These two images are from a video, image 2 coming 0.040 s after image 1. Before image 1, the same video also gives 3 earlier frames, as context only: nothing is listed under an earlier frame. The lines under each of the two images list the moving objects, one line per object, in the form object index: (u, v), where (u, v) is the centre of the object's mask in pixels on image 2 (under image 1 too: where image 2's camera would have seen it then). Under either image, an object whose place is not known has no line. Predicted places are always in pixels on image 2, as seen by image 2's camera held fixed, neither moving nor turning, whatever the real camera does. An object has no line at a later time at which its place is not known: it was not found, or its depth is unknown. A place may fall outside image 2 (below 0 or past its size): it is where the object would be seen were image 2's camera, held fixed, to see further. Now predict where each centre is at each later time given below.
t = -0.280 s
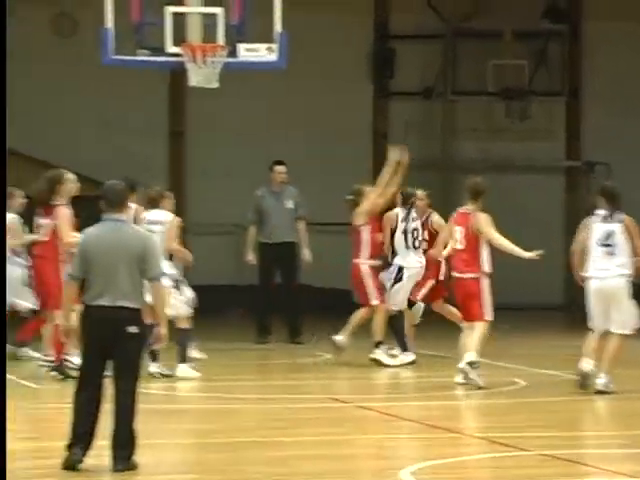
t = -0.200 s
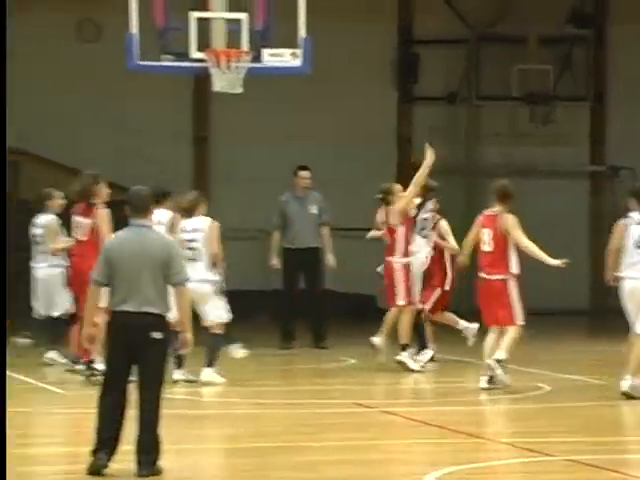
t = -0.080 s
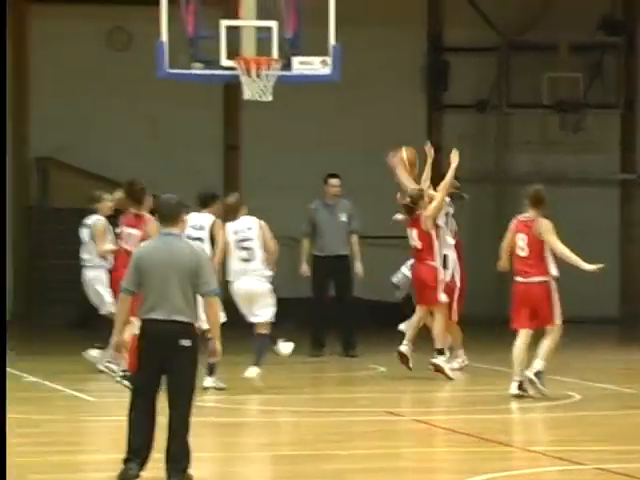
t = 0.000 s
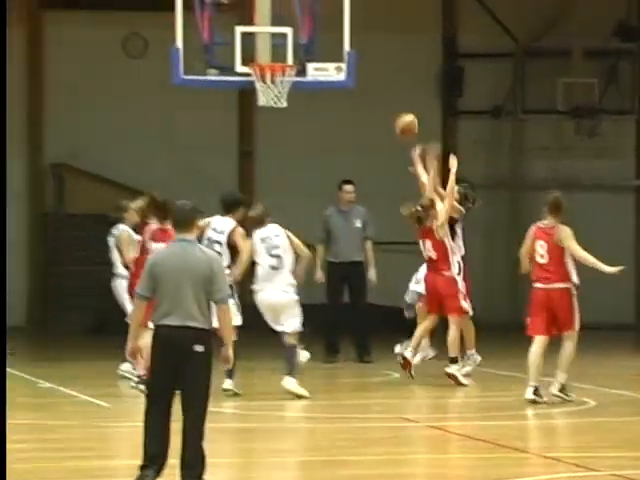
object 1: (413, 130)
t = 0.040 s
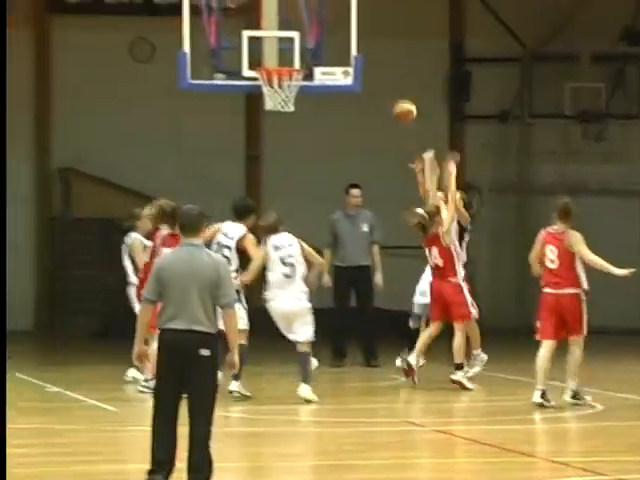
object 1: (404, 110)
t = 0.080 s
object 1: (395, 95)
